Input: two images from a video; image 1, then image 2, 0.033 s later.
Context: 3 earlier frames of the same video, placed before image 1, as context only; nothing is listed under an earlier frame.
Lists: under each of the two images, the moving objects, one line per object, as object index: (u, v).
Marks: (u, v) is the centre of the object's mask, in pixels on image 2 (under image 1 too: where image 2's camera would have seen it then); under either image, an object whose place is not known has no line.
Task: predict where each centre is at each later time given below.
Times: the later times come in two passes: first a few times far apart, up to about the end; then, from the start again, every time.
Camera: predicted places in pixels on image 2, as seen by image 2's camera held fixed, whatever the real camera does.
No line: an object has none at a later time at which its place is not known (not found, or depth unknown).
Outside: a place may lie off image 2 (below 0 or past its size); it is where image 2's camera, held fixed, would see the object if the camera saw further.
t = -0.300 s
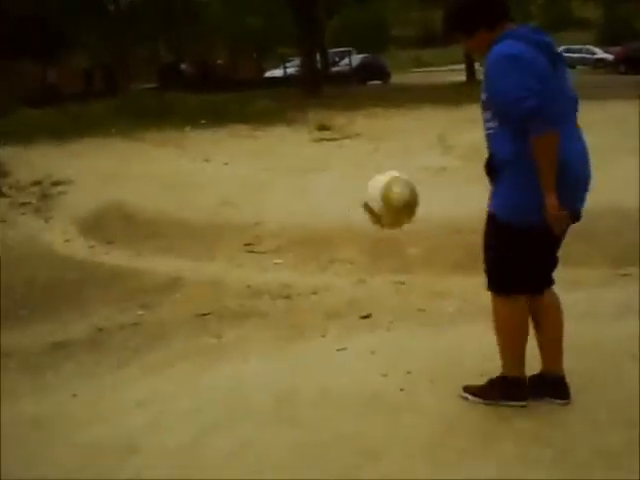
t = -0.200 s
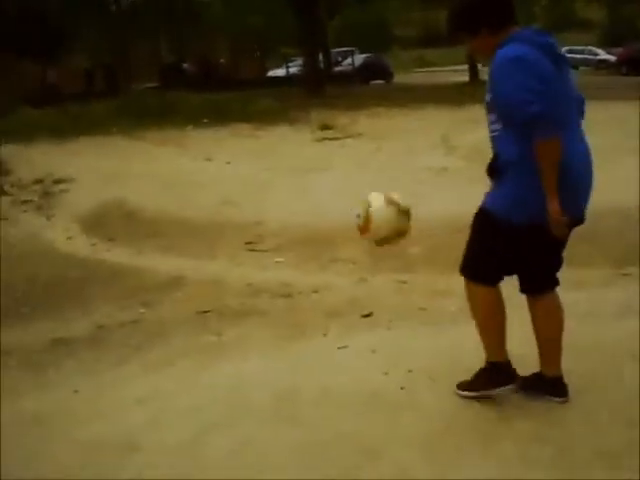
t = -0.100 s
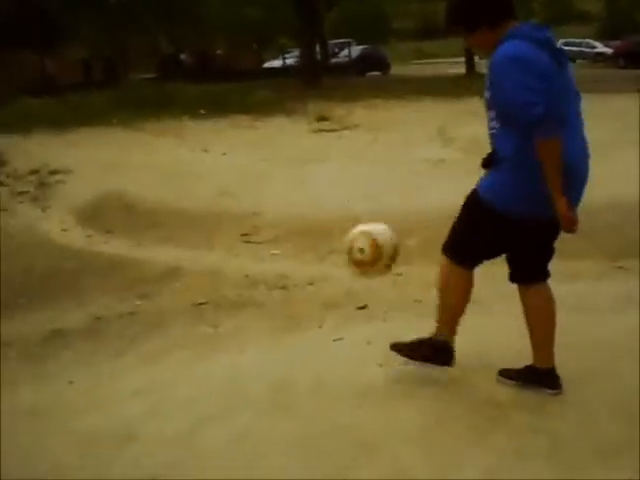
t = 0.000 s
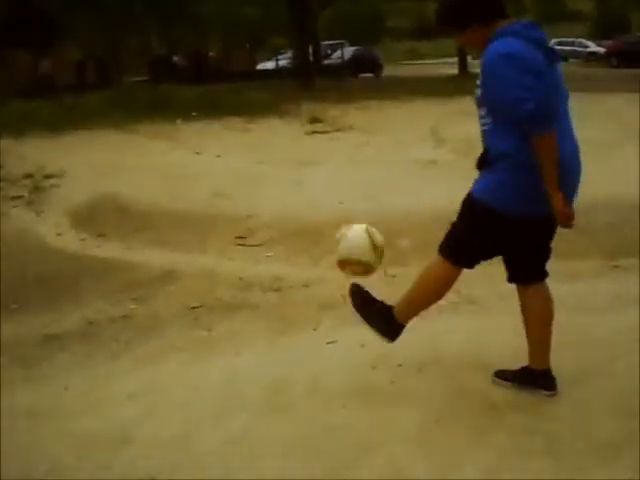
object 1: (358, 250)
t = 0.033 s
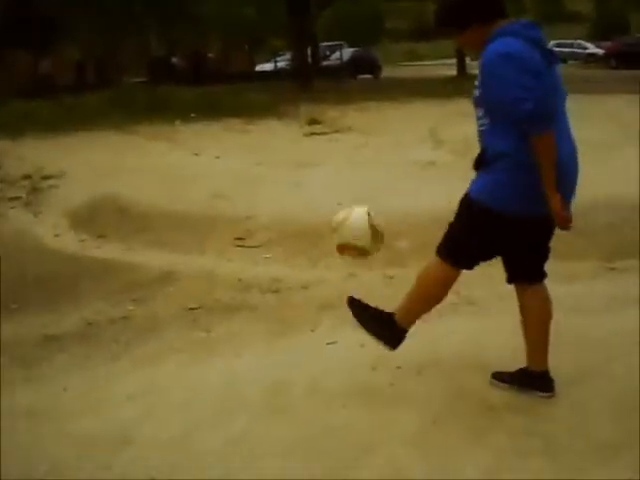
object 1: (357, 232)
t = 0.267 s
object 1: (373, 152)
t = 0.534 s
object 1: (405, 237)
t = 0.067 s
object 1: (361, 215)
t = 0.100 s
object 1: (362, 200)
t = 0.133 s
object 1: (364, 186)
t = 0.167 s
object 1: (364, 175)
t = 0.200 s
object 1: (369, 158)
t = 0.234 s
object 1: (372, 153)
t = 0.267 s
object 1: (373, 152)
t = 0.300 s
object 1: (376, 150)
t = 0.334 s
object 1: (379, 153)
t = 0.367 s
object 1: (383, 157)
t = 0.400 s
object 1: (386, 164)
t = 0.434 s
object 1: (390, 173)
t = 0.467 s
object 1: (397, 199)
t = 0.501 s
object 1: (400, 217)
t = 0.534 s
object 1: (405, 237)
